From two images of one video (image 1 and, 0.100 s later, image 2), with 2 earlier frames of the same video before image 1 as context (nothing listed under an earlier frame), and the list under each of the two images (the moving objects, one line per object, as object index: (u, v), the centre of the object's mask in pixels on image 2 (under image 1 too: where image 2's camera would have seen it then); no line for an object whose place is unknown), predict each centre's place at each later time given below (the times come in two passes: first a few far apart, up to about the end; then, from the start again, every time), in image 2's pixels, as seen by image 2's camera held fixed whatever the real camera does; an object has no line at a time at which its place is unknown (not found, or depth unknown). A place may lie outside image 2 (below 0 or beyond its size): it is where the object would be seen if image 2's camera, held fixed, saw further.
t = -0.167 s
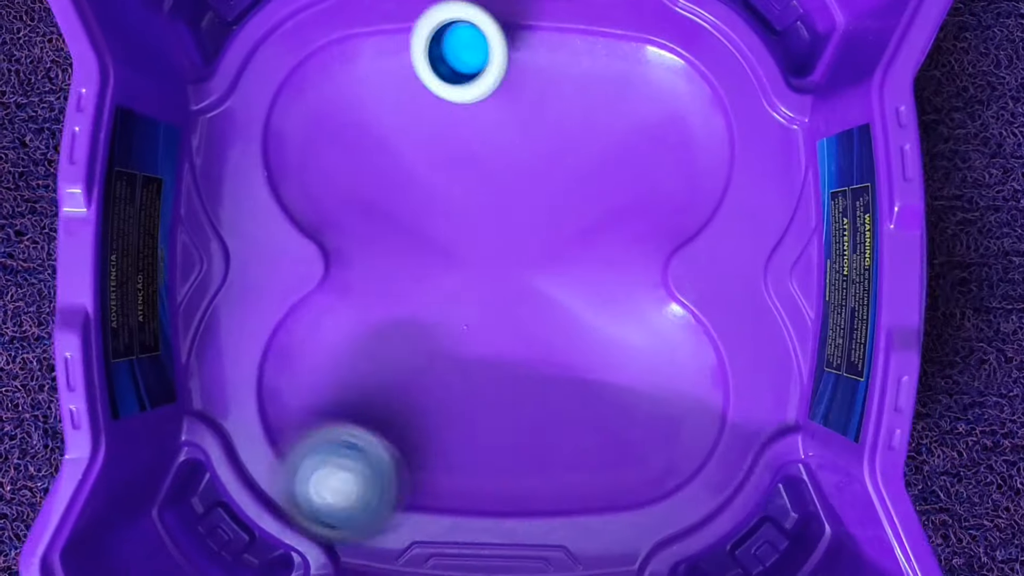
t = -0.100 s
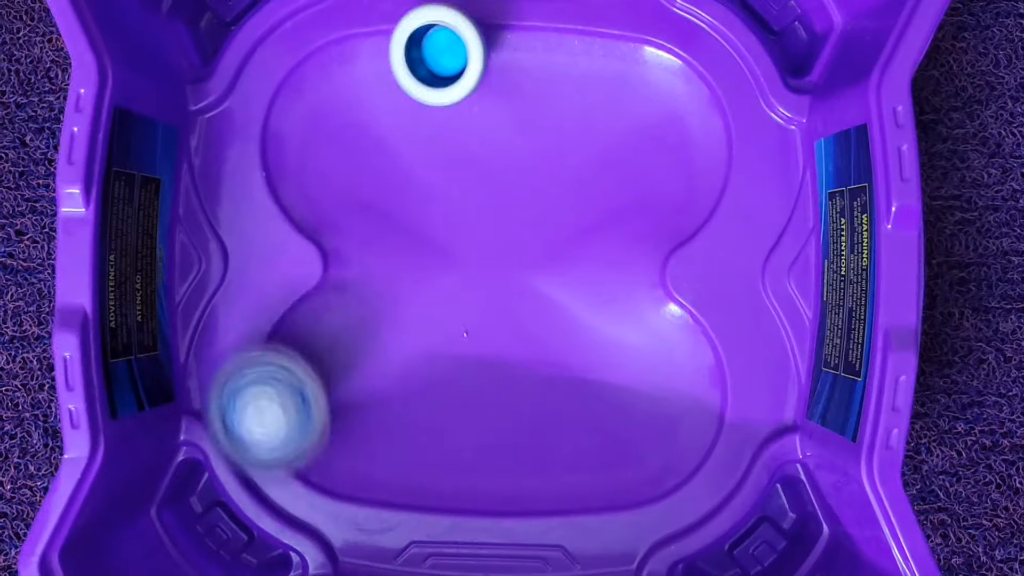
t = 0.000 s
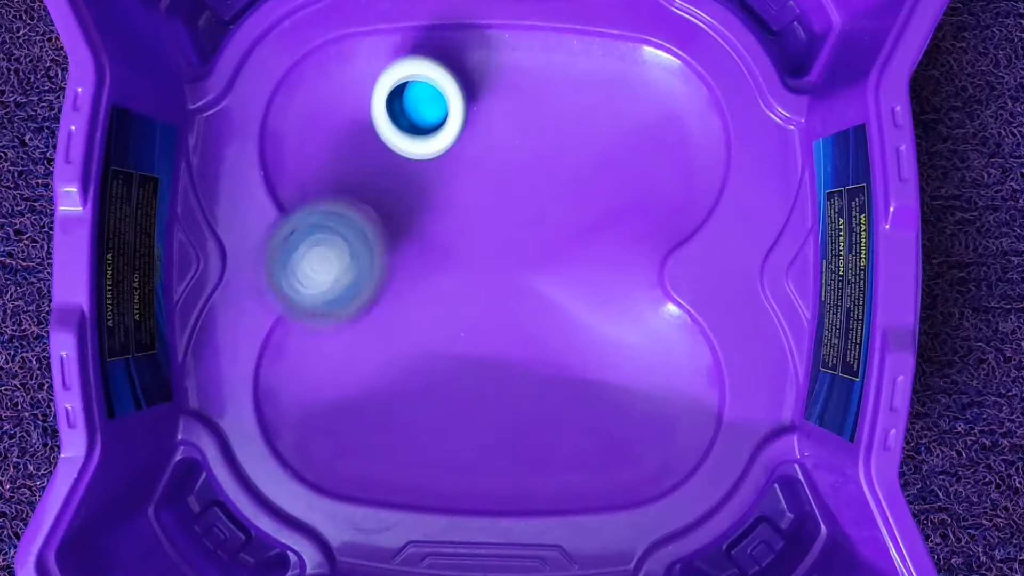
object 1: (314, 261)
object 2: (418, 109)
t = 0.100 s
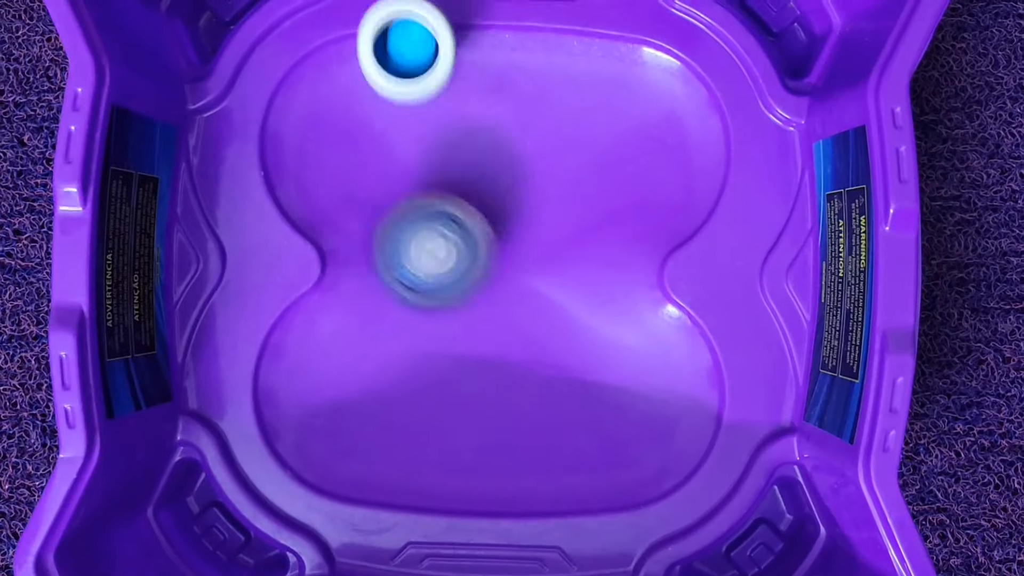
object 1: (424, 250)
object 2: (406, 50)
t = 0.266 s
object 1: (531, 334)
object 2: (470, 98)
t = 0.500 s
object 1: (424, 449)
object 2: (501, 328)
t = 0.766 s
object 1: (352, 255)
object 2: (329, 450)
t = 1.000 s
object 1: (494, 194)
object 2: (346, 329)
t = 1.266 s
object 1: (553, 228)
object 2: (497, 459)
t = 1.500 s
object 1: (556, 308)
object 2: (435, 466)
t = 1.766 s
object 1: (568, 372)
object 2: (383, 312)
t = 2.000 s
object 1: (582, 374)
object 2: (438, 393)
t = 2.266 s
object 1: (572, 374)
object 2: (404, 458)
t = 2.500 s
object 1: (568, 361)
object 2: (395, 372)
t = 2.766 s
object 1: (603, 375)
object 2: (457, 258)
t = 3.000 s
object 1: (593, 395)
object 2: (438, 121)
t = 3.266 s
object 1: (569, 357)
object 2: (629, 174)
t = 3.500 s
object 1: (568, 345)
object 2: (615, 200)
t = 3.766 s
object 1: (550, 326)
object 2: (433, 162)
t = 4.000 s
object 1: (516, 284)
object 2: (413, 168)
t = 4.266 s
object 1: (486, 239)
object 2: (480, 106)
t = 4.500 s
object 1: (468, 194)
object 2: (579, 93)
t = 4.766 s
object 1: (466, 162)
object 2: (608, 201)
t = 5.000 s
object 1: (317, 112)
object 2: (688, 330)
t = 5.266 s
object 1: (343, 87)
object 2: (404, 484)
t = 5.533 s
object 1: (365, 128)
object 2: (319, 219)
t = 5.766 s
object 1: (373, 103)
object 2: (378, 521)
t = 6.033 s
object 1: (303, 180)
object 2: (403, 313)
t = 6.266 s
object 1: (294, 156)
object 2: (522, 206)
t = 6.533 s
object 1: (312, 171)
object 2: (603, 274)
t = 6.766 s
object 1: (330, 190)
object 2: (544, 427)
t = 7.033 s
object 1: (375, 185)
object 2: (468, 358)
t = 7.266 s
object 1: (488, 188)
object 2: (591, 318)
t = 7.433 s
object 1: (568, 231)
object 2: (670, 426)
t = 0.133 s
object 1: (456, 272)
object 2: (412, 42)
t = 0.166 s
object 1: (482, 288)
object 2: (423, 42)
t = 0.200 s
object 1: (505, 303)
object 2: (438, 48)
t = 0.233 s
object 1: (522, 318)
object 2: (455, 70)
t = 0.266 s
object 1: (531, 334)
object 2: (470, 98)
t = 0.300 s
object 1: (534, 350)
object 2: (483, 128)
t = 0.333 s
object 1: (528, 367)
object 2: (493, 162)
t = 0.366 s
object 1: (517, 385)
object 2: (501, 197)
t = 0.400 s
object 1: (506, 403)
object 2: (506, 232)
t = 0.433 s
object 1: (483, 420)
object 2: (509, 267)
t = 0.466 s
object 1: (456, 436)
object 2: (506, 298)
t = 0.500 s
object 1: (424, 449)
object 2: (501, 328)
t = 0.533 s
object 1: (385, 459)
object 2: (489, 356)
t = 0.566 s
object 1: (345, 455)
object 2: (476, 380)
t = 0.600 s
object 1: (307, 432)
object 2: (455, 399)
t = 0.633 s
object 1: (288, 396)
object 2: (435, 415)
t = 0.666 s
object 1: (281, 354)
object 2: (416, 429)
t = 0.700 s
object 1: (294, 315)
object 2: (389, 441)
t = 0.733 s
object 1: (319, 284)
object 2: (360, 448)
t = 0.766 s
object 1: (352, 255)
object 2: (329, 450)
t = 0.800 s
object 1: (380, 227)
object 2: (297, 448)
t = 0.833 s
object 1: (406, 203)
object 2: (268, 440)
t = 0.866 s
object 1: (428, 185)
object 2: (262, 419)
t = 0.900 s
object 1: (444, 176)
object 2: (270, 391)
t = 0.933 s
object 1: (462, 176)
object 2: (287, 363)
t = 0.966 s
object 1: (479, 184)
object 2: (315, 343)
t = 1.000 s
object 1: (494, 194)
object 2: (346, 329)
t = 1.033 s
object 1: (503, 206)
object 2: (380, 319)
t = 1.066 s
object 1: (509, 215)
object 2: (414, 313)
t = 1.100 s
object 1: (516, 222)
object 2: (446, 313)
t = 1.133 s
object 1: (530, 213)
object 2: (463, 343)
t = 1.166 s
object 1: (541, 212)
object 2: (476, 374)
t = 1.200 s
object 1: (547, 215)
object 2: (486, 404)
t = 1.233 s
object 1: (550, 221)
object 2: (493, 433)
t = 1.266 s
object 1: (553, 228)
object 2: (497, 459)
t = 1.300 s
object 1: (552, 236)
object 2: (497, 482)
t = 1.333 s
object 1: (547, 246)
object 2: (494, 504)
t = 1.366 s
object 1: (545, 257)
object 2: (487, 518)
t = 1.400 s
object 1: (542, 267)
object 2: (476, 520)
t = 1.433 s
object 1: (544, 279)
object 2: (465, 509)
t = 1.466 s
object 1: (550, 292)
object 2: (451, 490)
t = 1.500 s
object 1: (556, 308)
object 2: (435, 466)
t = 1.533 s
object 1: (564, 323)
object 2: (420, 440)
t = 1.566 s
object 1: (568, 335)
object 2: (405, 413)
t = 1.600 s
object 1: (571, 345)
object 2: (390, 387)
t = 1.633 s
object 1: (573, 353)
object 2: (377, 361)
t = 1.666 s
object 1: (573, 360)
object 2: (368, 340)
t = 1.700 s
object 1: (572, 366)
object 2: (366, 324)
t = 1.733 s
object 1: (570, 371)
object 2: (371, 315)
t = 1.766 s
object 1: (568, 372)
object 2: (383, 312)
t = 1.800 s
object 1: (563, 373)
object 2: (402, 315)
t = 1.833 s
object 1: (558, 373)
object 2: (427, 323)
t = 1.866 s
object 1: (555, 371)
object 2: (454, 336)
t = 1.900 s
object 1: (569, 369)
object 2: (453, 350)
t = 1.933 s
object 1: (577, 369)
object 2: (448, 364)
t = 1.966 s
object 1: (581, 371)
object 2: (442, 379)
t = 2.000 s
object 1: (582, 374)
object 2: (438, 393)
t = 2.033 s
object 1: (581, 377)
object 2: (434, 408)
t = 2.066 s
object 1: (581, 379)
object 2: (430, 421)
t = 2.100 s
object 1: (580, 381)
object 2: (426, 434)
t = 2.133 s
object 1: (578, 380)
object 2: (422, 444)
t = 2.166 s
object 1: (576, 380)
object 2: (417, 452)
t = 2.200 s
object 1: (574, 378)
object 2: (413, 457)
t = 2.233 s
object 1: (573, 376)
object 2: (408, 459)
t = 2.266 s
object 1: (572, 374)
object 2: (404, 458)
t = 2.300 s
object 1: (571, 372)
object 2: (399, 452)
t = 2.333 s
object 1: (570, 370)
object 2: (395, 444)
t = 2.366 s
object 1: (569, 368)
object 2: (392, 433)
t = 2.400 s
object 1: (569, 366)
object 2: (391, 420)
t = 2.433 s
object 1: (568, 364)
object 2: (391, 404)
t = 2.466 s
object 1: (568, 363)
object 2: (392, 388)
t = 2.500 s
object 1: (568, 361)
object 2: (395, 372)
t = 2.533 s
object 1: (569, 360)
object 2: (400, 355)
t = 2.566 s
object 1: (569, 360)
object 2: (409, 340)
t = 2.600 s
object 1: (570, 359)
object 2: (421, 328)
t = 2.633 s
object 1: (570, 358)
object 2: (435, 317)
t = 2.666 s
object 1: (569, 358)
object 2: (454, 308)
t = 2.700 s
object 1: (569, 358)
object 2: (475, 301)
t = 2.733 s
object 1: (583, 363)
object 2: (478, 286)
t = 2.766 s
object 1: (603, 375)
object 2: (457, 258)
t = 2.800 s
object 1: (612, 383)
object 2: (442, 233)
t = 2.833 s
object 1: (613, 389)
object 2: (432, 208)
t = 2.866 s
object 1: (611, 393)
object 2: (426, 185)
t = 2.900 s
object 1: (608, 397)
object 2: (424, 164)
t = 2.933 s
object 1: (604, 399)
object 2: (425, 146)
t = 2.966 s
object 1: (598, 398)
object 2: (430, 131)
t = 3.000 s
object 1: (593, 395)
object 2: (438, 121)
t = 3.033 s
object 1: (587, 391)
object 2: (450, 115)
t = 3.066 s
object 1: (582, 387)
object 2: (465, 113)
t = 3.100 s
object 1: (578, 381)
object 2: (486, 115)
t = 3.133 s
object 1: (575, 375)
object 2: (509, 121)
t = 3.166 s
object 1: (572, 370)
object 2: (535, 130)
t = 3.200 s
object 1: (570, 365)
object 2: (565, 143)
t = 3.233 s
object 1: (570, 361)
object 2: (596, 158)
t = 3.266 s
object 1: (569, 357)
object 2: (629, 174)
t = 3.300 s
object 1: (569, 352)
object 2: (658, 192)
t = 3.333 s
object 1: (570, 350)
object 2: (679, 207)
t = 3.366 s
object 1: (570, 348)
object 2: (687, 217)
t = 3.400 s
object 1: (570, 347)
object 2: (677, 216)
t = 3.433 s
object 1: (569, 346)
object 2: (662, 215)
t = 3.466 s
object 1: (569, 345)
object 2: (640, 209)
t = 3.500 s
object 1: (568, 345)
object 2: (615, 200)
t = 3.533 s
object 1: (567, 344)
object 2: (588, 192)
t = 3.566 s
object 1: (567, 343)
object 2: (559, 184)
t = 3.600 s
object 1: (564, 341)
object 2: (531, 178)
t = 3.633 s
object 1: (562, 338)
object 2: (507, 173)
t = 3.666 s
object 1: (559, 336)
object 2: (485, 169)
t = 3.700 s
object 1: (557, 333)
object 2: (464, 166)
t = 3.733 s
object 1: (553, 330)
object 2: (448, 163)
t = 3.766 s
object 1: (550, 326)
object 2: (433, 162)
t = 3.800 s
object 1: (544, 322)
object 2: (421, 162)
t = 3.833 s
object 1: (539, 317)
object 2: (412, 163)
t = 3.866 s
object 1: (534, 312)
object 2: (406, 164)
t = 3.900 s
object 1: (530, 305)
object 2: (403, 165)
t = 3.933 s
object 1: (525, 298)
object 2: (403, 165)
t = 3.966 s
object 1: (523, 289)
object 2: (406, 166)
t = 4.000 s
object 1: (516, 284)
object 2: (413, 168)
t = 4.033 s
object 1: (512, 280)
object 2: (422, 169)
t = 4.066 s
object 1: (509, 275)
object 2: (433, 170)
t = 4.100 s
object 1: (505, 270)
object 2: (445, 171)
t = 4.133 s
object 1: (501, 264)
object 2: (454, 163)
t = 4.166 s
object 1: (499, 262)
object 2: (457, 147)
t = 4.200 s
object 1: (495, 254)
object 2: (463, 133)
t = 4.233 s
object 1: (490, 247)
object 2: (470, 119)
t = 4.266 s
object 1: (486, 239)
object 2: (480, 106)
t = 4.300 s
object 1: (482, 231)
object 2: (490, 97)
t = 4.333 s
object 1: (479, 224)
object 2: (502, 88)
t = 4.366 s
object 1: (476, 216)
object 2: (516, 83)
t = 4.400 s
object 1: (473, 210)
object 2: (530, 81)
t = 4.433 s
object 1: (471, 204)
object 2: (546, 81)
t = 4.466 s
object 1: (469, 199)
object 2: (563, 86)
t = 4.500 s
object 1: (468, 194)
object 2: (579, 93)
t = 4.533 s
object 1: (466, 189)
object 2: (596, 103)
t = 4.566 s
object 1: (465, 185)
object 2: (613, 118)
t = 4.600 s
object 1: (464, 181)
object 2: (627, 133)
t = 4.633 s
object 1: (463, 176)
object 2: (638, 150)
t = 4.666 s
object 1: (463, 172)
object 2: (640, 166)
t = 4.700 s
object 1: (463, 168)
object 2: (637, 179)
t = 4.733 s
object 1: (464, 165)
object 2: (626, 192)
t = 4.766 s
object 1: (466, 162)
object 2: (608, 201)
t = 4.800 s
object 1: (467, 160)
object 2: (586, 208)
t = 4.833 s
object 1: (433, 150)
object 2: (613, 231)
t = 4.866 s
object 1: (389, 136)
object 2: (661, 257)
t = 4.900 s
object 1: (355, 128)
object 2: (677, 275)
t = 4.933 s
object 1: (334, 123)
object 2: (685, 292)
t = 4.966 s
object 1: (321, 118)
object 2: (691, 309)
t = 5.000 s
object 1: (317, 112)
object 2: (688, 330)
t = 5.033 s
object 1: (316, 105)
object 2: (668, 380)
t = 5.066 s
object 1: (318, 99)
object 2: (642, 427)
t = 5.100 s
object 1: (320, 94)
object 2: (614, 465)
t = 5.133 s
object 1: (324, 90)
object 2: (578, 496)
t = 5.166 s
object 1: (327, 88)
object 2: (541, 511)
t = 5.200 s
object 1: (332, 87)
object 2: (497, 515)
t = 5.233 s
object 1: (337, 86)
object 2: (453, 504)
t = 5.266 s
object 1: (343, 87)
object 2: (404, 484)
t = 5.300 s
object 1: (349, 89)
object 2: (356, 451)
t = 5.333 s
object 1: (354, 92)
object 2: (314, 417)
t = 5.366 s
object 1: (358, 98)
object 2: (278, 375)
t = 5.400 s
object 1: (362, 106)
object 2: (264, 337)
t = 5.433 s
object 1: (364, 113)
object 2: (276, 302)
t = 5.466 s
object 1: (364, 120)
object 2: (294, 267)
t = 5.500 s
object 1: (364, 129)
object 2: (305, 234)
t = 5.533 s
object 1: (365, 128)
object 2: (319, 219)
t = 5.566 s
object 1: (363, 92)
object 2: (317, 275)
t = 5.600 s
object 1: (357, 63)
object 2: (323, 337)
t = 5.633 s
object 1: (359, 57)
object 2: (332, 396)
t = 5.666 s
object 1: (365, 62)
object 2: (349, 454)
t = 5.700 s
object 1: (371, 72)
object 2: (365, 496)
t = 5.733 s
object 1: (374, 87)
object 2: (370, 515)
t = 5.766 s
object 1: (373, 103)
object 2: (378, 521)
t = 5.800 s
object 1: (368, 121)
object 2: (383, 515)
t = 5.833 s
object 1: (361, 136)
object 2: (390, 500)
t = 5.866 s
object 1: (354, 148)
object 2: (392, 476)
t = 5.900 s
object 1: (345, 159)
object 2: (396, 445)
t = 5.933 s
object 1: (336, 168)
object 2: (396, 409)
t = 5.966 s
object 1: (321, 176)
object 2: (398, 376)
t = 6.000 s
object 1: (310, 179)
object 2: (400, 341)
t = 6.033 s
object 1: (303, 180)
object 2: (403, 313)
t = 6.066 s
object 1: (301, 173)
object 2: (414, 287)
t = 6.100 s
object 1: (297, 169)
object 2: (427, 267)
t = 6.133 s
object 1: (296, 166)
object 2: (446, 248)
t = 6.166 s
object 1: (294, 164)
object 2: (464, 232)
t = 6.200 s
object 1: (292, 162)
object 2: (484, 221)
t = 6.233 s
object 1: (293, 159)
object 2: (503, 211)
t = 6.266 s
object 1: (294, 156)
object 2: (522, 206)
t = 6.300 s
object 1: (295, 155)
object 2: (542, 205)
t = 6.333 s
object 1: (298, 155)
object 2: (561, 209)
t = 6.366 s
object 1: (300, 155)
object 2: (580, 215)
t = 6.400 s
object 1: (302, 157)
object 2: (593, 224)
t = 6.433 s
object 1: (305, 161)
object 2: (602, 233)
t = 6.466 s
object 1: (308, 162)
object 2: (606, 244)
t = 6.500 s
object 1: (310, 166)
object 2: (606, 258)
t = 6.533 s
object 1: (312, 171)
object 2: (603, 274)
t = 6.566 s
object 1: (315, 172)
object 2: (597, 294)
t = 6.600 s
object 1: (317, 176)
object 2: (588, 317)
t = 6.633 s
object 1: (319, 179)
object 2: (580, 342)
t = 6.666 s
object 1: (322, 183)
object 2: (570, 368)
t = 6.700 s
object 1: (326, 186)
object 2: (561, 392)
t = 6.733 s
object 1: (329, 188)
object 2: (553, 410)
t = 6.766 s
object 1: (330, 190)
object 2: (544, 427)
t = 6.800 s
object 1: (332, 193)
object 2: (537, 438)
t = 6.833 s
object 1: (338, 194)
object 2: (528, 441)
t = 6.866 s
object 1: (340, 193)
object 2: (515, 438)
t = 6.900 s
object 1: (344, 193)
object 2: (503, 429)
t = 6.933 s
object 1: (349, 192)
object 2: (490, 415)
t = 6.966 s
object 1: (357, 190)
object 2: (479, 398)
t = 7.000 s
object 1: (367, 186)
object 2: (473, 379)
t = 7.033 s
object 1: (375, 185)
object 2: (468, 358)
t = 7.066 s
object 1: (390, 185)
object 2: (468, 338)
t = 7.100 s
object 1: (413, 186)
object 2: (473, 316)
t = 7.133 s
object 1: (432, 189)
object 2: (480, 296)
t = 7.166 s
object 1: (441, 184)
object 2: (507, 298)
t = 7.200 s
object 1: (456, 180)
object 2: (536, 302)
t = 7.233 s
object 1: (470, 183)
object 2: (565, 308)
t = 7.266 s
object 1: (488, 188)
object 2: (591, 318)
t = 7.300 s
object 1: (505, 195)
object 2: (615, 334)
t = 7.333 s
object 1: (524, 204)
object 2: (636, 354)
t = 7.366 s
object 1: (541, 212)
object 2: (654, 378)
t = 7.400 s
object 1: (557, 219)
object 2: (665, 404)
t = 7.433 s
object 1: (568, 231)
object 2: (670, 426)
